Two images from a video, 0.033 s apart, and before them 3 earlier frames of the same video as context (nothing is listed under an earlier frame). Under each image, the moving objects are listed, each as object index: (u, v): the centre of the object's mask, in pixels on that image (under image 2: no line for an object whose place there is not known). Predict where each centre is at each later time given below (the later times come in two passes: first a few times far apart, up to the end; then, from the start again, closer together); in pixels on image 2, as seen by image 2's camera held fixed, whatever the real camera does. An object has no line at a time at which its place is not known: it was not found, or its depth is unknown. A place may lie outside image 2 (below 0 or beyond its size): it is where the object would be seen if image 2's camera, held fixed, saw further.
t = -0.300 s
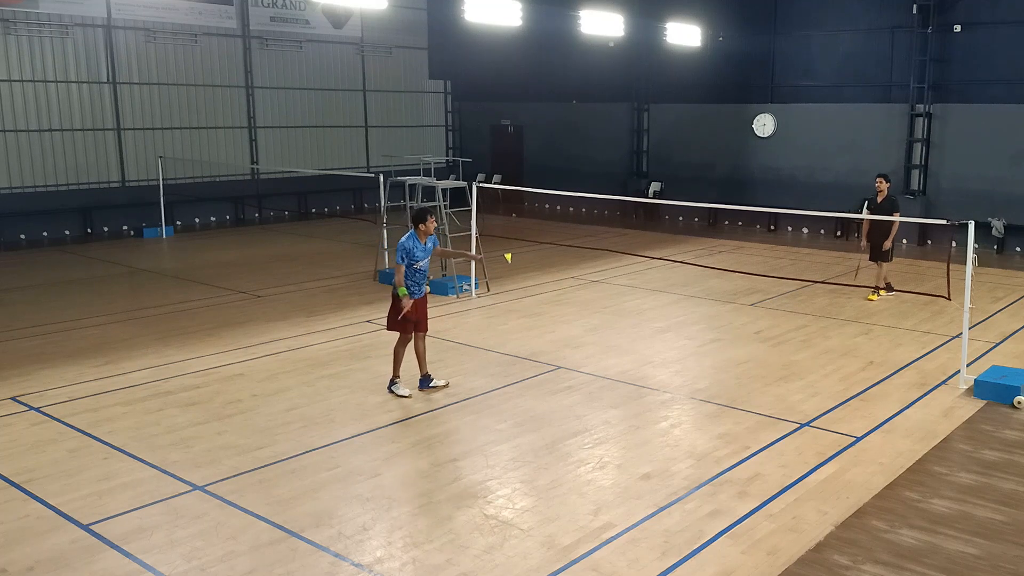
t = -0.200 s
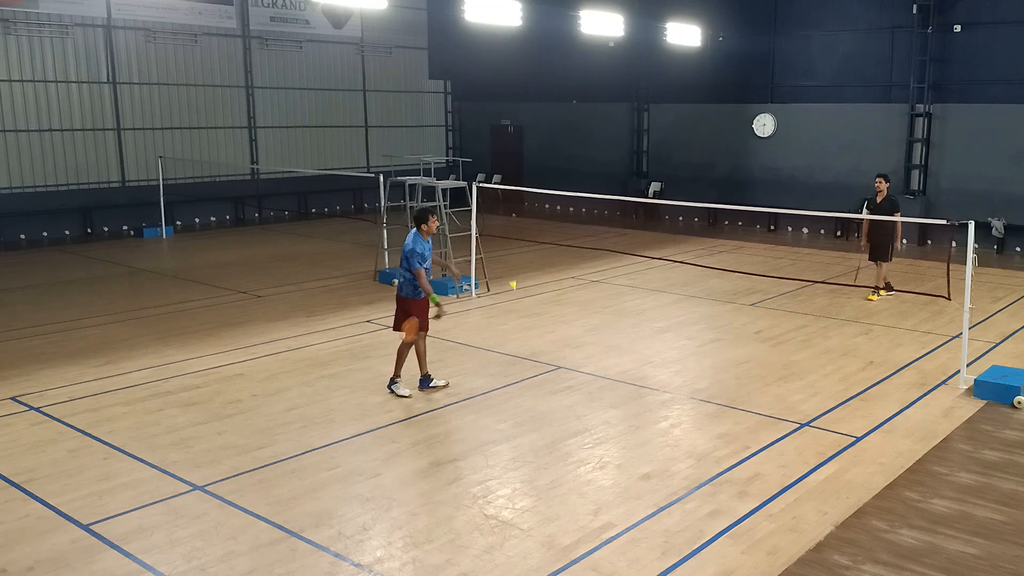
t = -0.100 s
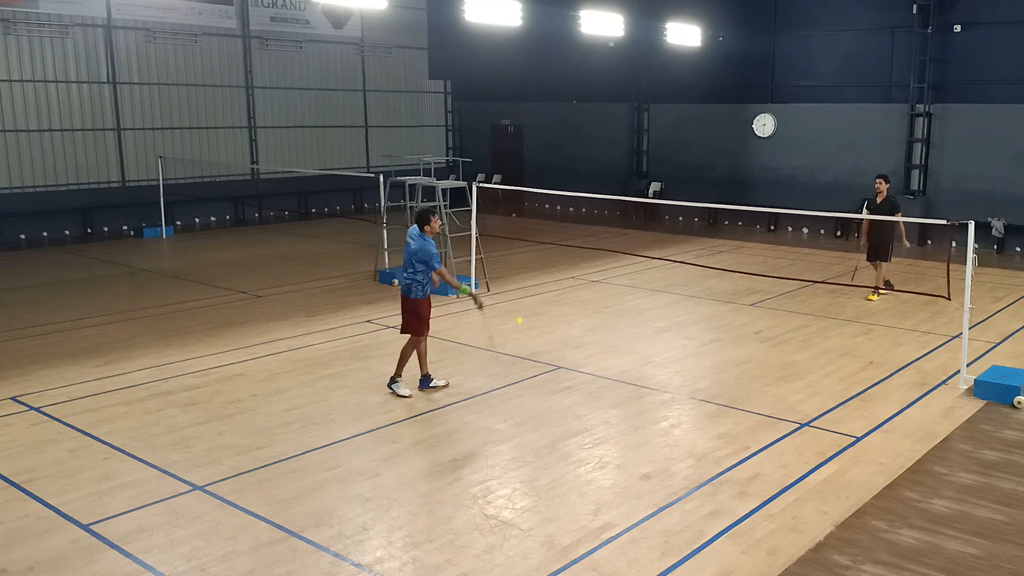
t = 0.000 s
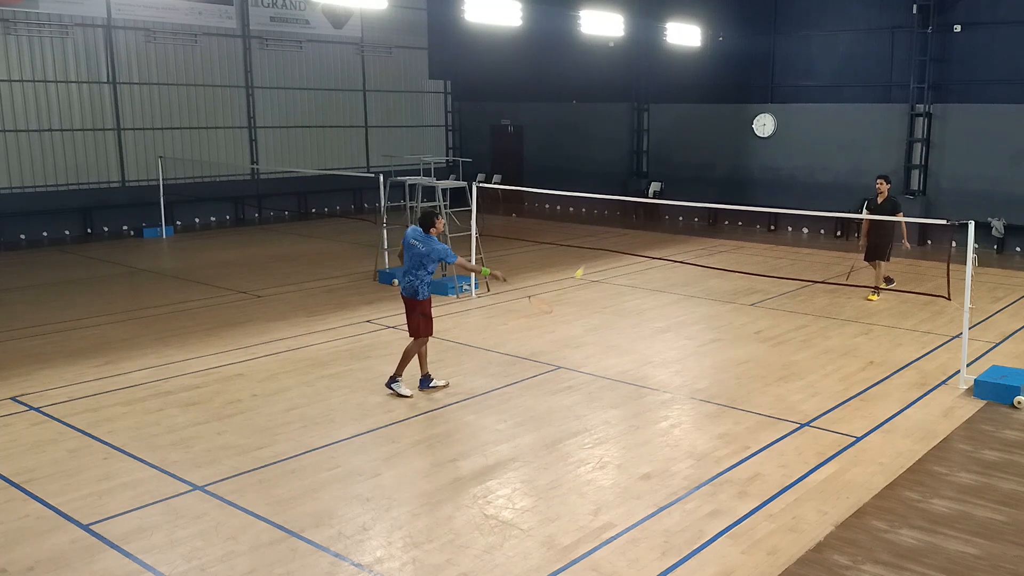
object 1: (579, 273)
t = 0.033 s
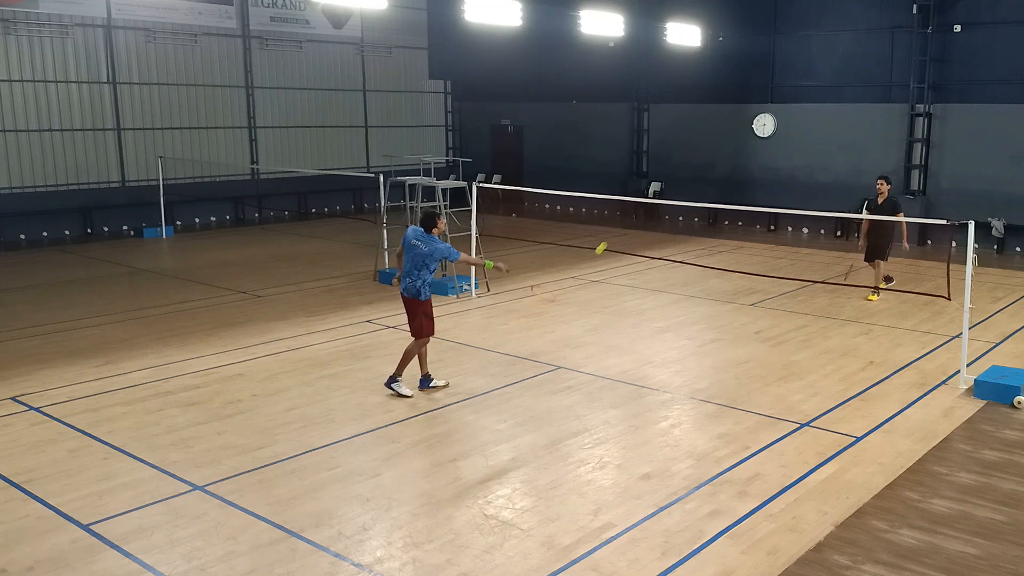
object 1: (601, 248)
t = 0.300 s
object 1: (716, 165)
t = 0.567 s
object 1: (781, 171)
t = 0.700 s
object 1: (803, 193)
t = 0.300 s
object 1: (716, 165)
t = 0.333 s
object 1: (726, 162)
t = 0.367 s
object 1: (735, 161)
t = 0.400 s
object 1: (744, 160)
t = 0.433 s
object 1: (752, 160)
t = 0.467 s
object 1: (760, 161)
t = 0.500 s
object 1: (767, 164)
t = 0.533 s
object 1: (774, 167)
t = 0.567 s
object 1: (781, 171)
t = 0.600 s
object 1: (787, 175)
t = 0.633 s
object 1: (792, 180)
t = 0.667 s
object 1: (798, 187)
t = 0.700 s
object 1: (803, 193)
